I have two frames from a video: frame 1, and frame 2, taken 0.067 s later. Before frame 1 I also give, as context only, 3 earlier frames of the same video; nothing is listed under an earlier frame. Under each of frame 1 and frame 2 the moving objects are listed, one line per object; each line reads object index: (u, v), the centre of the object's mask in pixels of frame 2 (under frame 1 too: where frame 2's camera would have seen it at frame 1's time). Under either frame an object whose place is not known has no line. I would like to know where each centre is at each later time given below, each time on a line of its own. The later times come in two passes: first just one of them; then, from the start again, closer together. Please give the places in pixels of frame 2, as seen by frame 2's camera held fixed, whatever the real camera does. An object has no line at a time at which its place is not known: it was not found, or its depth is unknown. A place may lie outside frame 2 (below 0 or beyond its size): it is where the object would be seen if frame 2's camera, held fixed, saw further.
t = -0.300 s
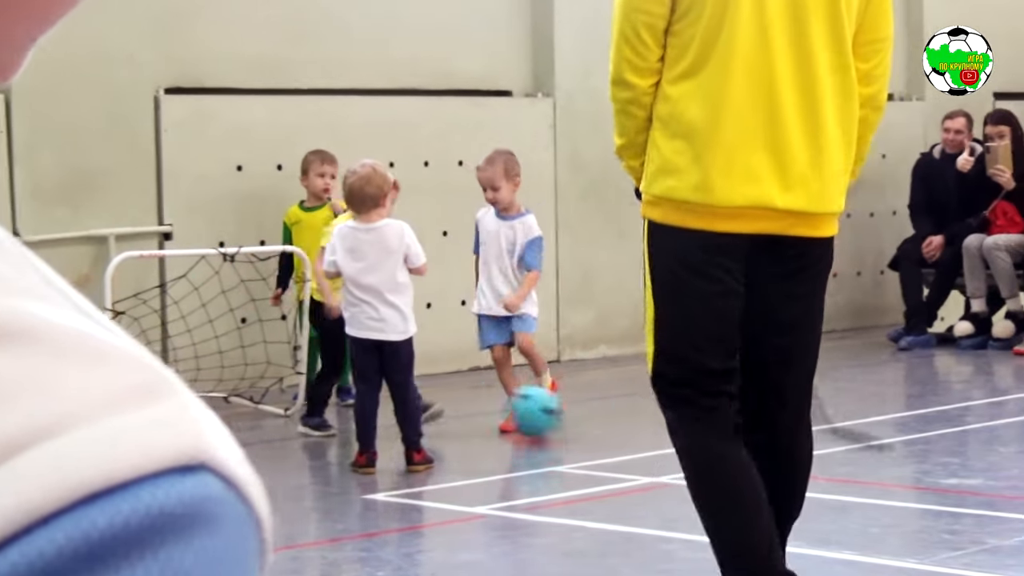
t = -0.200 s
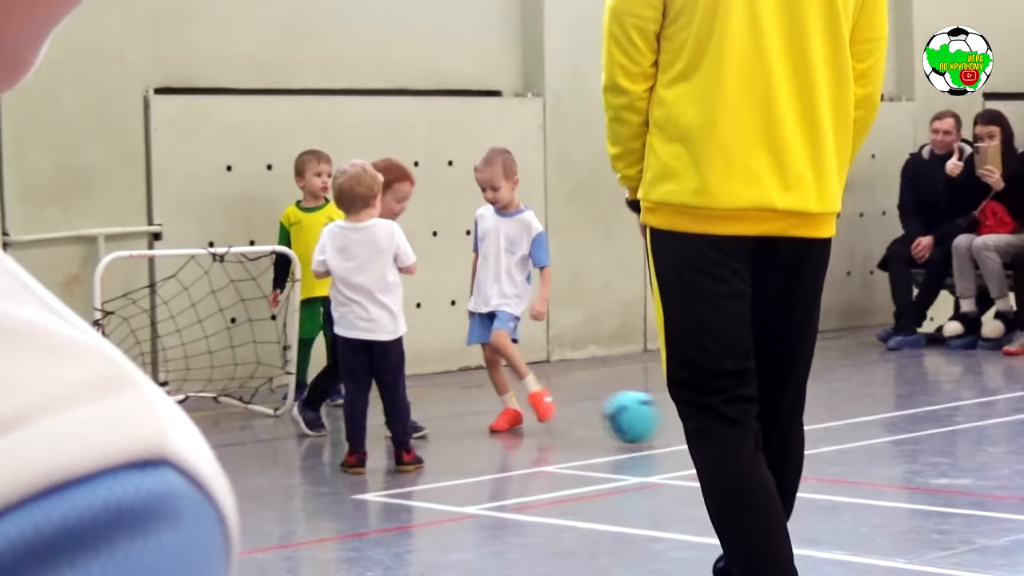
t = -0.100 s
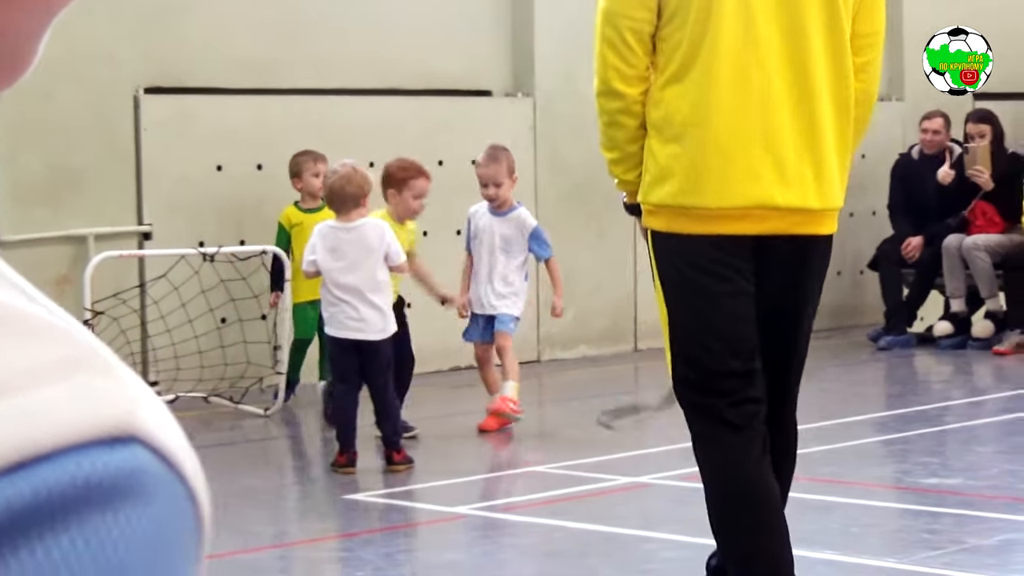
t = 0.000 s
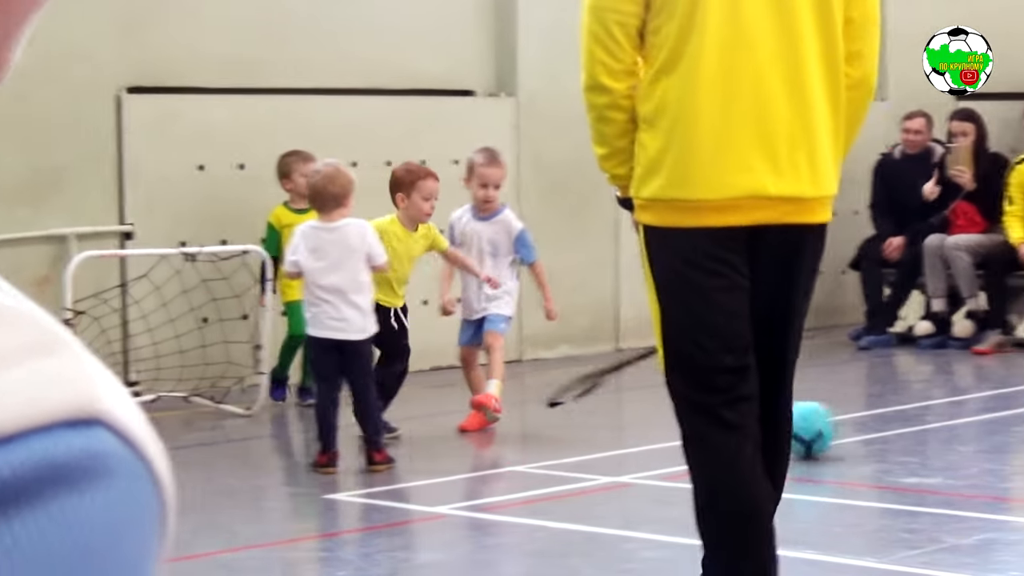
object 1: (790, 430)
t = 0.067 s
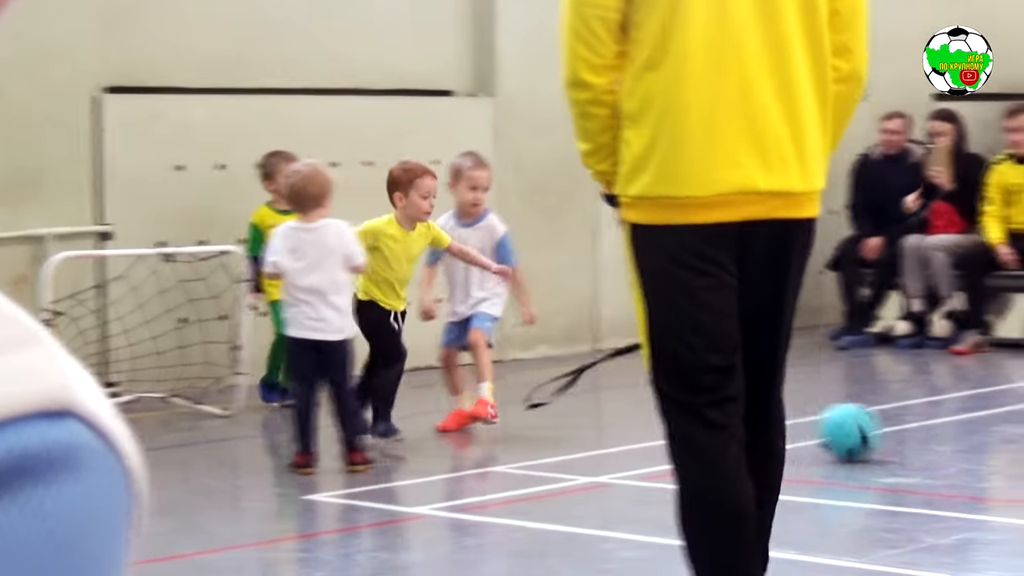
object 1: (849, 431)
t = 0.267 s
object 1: (1023, 441)
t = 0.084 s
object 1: (863, 431)
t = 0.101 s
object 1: (878, 432)
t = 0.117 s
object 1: (895, 434)
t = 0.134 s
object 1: (911, 435)
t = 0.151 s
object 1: (925, 435)
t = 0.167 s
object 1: (936, 436)
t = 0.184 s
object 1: (949, 437)
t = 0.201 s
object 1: (966, 438)
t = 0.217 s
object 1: (981, 439)
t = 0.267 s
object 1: (1023, 441)
